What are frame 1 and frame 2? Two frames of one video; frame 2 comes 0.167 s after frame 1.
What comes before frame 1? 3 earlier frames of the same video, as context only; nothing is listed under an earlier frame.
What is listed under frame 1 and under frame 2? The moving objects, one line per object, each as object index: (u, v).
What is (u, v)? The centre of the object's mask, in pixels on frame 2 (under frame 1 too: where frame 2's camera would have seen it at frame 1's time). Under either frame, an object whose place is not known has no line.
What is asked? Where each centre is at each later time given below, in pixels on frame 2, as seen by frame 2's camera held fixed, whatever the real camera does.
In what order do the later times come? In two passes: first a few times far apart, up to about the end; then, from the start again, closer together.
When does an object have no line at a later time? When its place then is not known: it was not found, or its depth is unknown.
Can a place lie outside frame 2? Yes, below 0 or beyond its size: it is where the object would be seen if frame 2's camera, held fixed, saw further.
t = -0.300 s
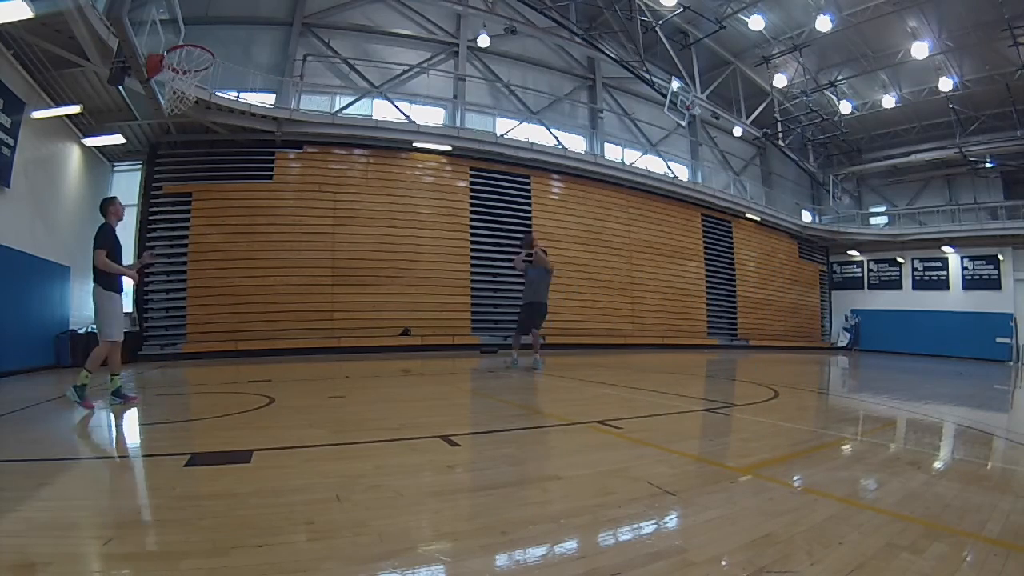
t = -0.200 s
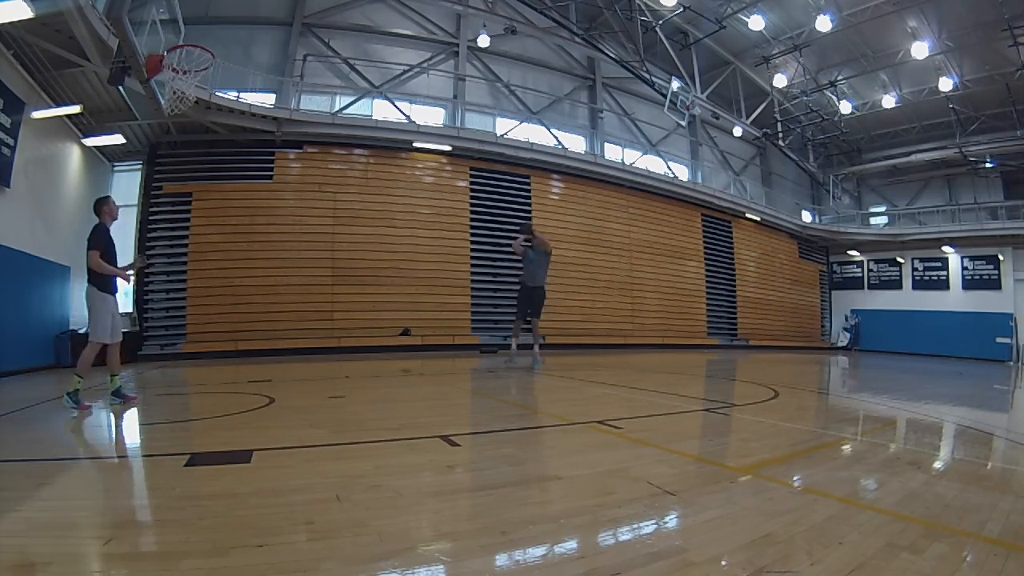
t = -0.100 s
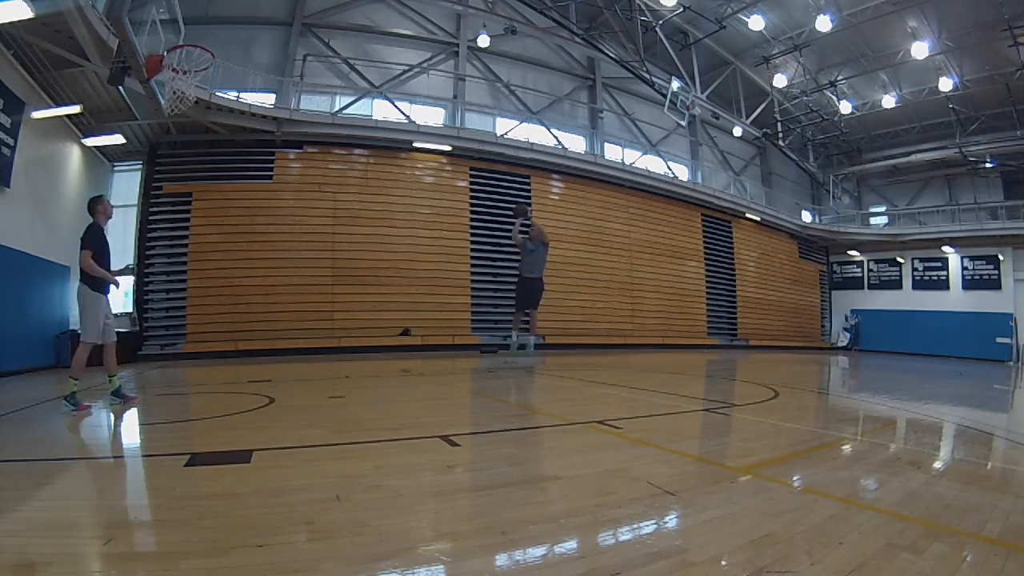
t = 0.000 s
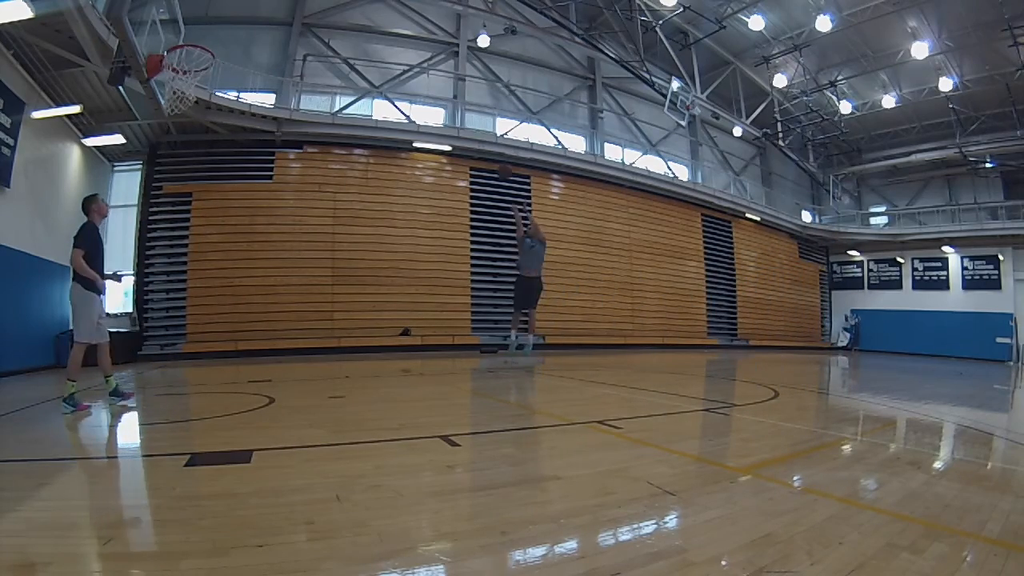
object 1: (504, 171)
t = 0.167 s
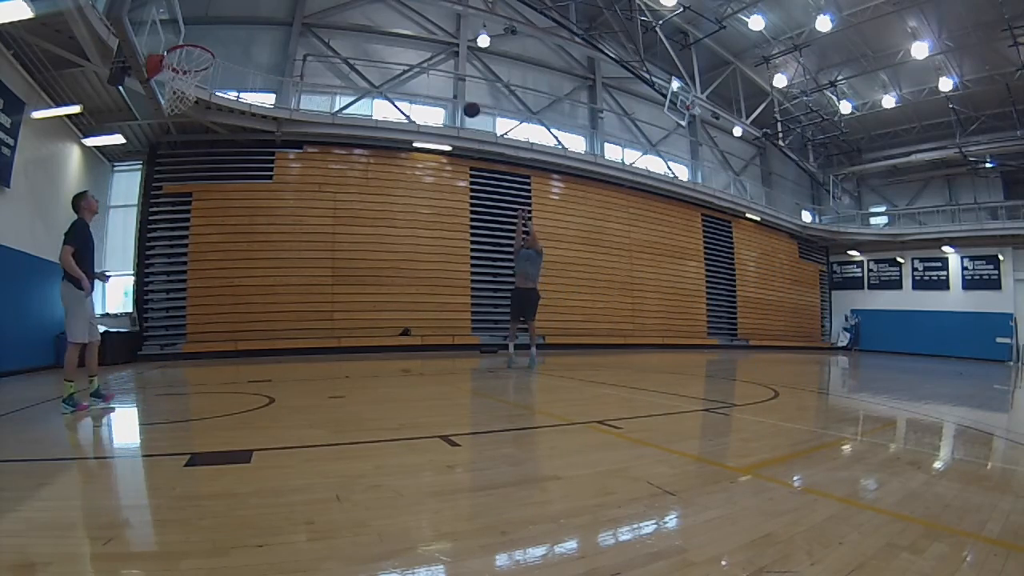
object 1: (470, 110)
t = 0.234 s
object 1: (457, 89)
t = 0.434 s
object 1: (410, 41)
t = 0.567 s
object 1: (374, 20)
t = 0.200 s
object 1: (463, 99)
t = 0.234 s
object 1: (457, 89)
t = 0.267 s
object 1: (450, 80)
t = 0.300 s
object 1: (442, 71)
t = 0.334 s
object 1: (434, 62)
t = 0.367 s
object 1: (426, 55)
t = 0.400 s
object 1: (418, 47)
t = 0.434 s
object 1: (410, 41)
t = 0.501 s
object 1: (393, 29)
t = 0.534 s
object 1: (384, 24)
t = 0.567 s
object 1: (374, 20)
